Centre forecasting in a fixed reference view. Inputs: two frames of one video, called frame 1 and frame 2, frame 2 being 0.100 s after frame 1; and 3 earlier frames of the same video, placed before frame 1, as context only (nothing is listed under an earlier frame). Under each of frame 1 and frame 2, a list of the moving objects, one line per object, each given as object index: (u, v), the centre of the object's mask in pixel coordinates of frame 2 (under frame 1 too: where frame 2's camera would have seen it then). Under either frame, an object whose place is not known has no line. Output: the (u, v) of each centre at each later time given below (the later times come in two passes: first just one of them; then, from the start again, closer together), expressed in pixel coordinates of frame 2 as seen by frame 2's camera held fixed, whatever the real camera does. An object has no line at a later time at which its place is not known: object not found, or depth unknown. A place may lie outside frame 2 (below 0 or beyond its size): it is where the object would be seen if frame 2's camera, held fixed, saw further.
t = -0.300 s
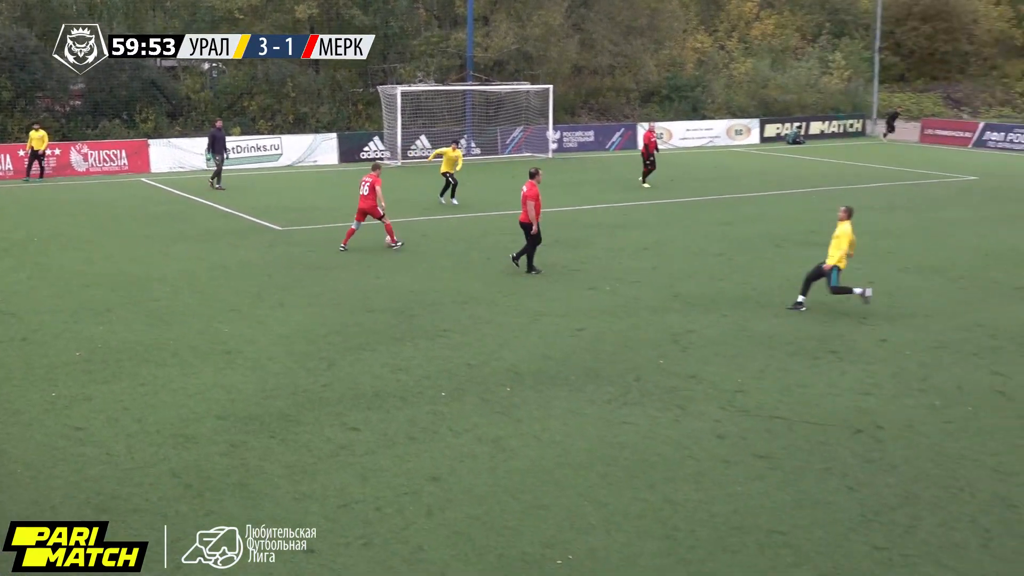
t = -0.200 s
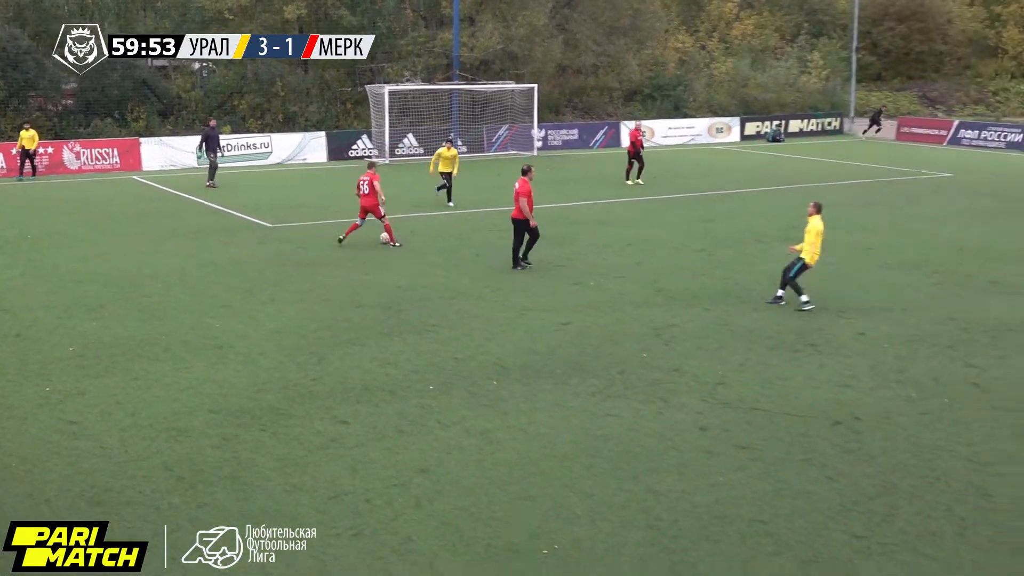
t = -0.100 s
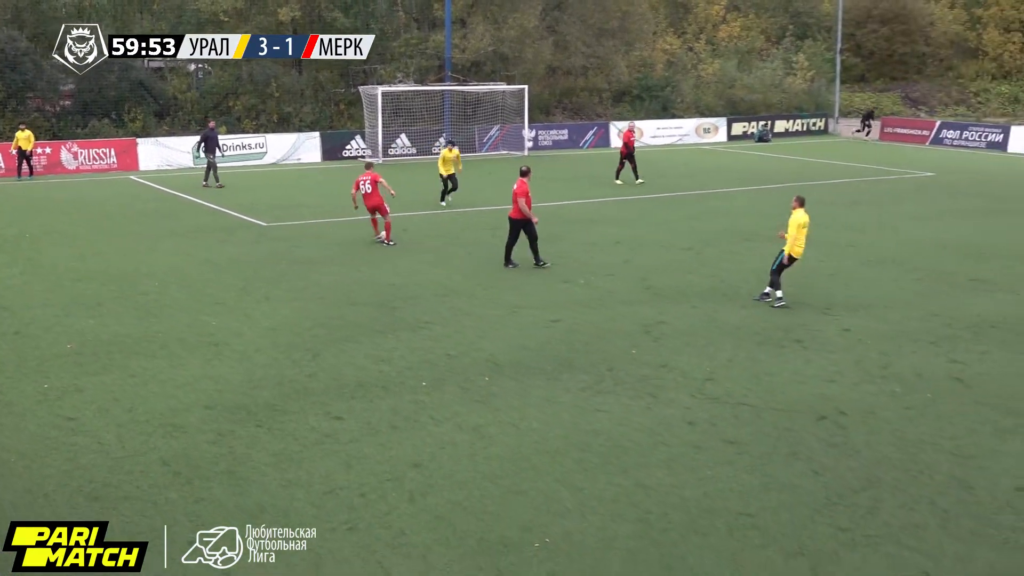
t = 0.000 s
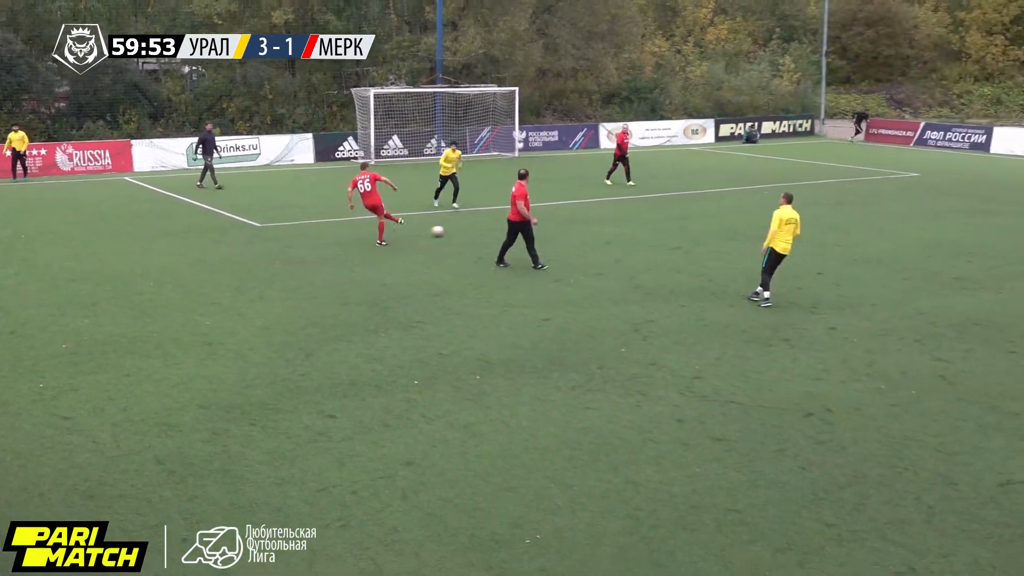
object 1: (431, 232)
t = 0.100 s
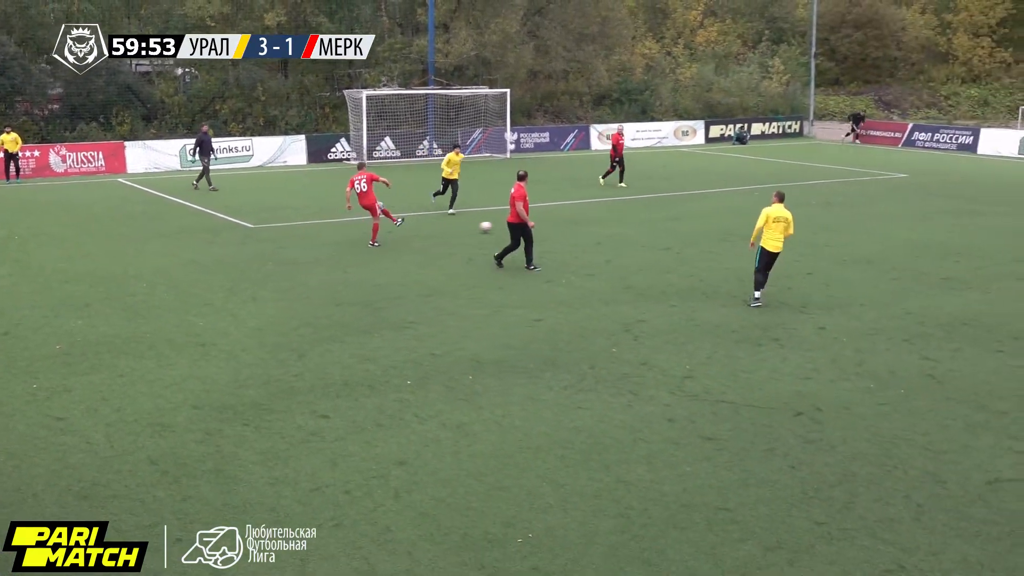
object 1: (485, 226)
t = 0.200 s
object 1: (536, 222)
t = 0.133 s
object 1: (501, 224)
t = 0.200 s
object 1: (536, 222)
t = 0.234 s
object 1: (548, 222)
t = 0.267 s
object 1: (560, 219)
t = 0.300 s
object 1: (573, 220)
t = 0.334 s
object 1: (584, 219)
